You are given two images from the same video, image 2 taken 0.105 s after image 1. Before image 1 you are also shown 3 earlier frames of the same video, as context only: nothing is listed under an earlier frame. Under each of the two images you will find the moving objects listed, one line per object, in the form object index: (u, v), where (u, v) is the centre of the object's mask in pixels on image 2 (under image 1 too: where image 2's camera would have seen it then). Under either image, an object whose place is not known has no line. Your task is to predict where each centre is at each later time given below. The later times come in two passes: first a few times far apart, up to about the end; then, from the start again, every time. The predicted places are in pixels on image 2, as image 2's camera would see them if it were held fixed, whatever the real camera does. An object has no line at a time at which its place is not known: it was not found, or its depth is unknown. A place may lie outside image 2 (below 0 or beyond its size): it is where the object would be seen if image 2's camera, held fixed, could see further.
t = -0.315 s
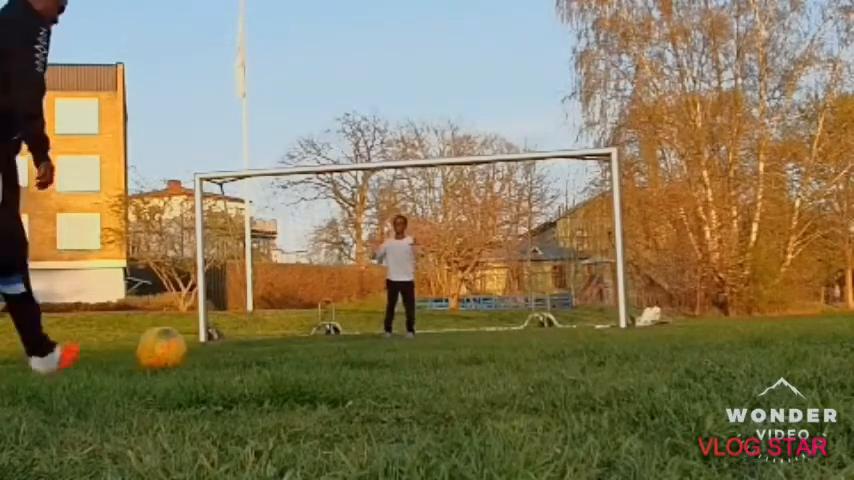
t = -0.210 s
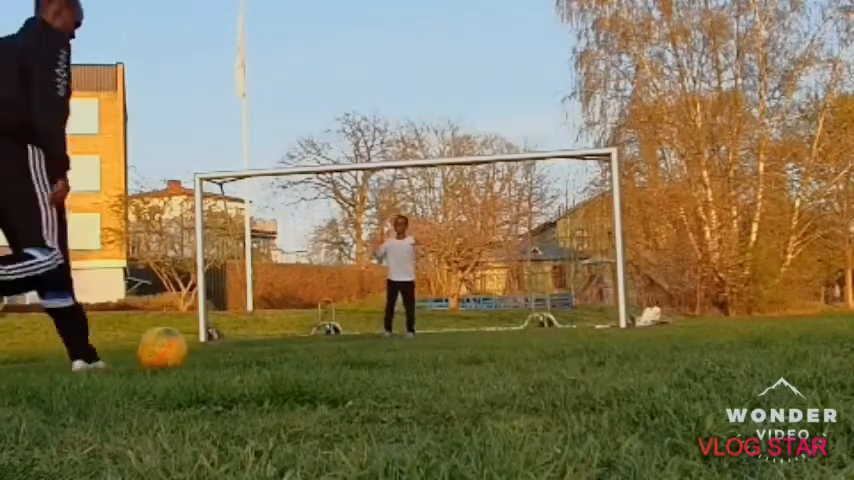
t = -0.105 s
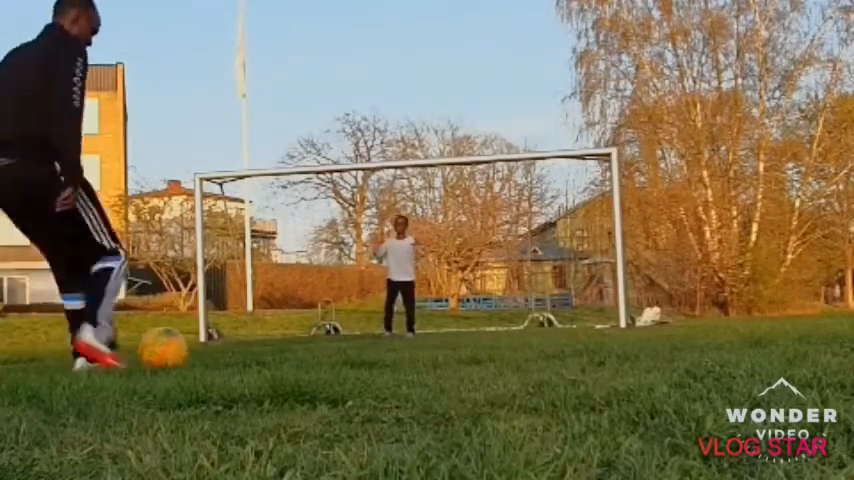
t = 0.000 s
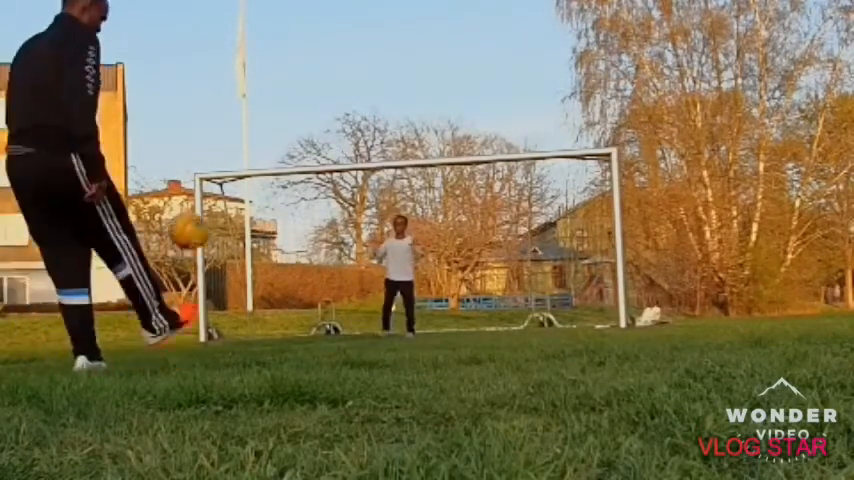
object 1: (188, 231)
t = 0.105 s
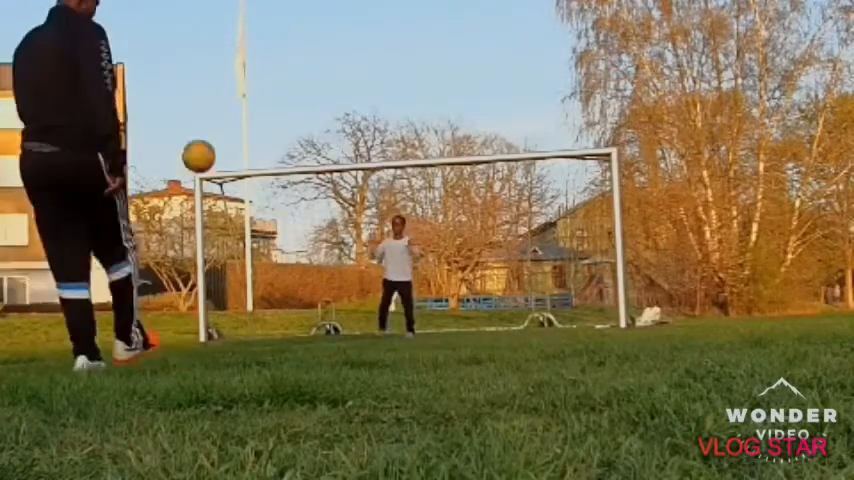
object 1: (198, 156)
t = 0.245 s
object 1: (206, 107)
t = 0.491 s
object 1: (210, 95)
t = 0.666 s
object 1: (210, 121)
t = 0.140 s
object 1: (201, 139)
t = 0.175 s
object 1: (203, 126)
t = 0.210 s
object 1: (205, 115)
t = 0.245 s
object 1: (206, 107)
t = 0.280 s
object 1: (208, 101)
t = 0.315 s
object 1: (209, 96)
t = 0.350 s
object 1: (209, 93)
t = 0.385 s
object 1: (210, 91)
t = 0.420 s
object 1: (210, 91)
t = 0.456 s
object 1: (210, 93)
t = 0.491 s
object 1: (210, 95)
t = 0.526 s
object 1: (210, 99)
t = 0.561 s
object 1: (211, 103)
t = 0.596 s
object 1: (211, 108)
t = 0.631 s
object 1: (210, 114)
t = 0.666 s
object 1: (210, 121)
